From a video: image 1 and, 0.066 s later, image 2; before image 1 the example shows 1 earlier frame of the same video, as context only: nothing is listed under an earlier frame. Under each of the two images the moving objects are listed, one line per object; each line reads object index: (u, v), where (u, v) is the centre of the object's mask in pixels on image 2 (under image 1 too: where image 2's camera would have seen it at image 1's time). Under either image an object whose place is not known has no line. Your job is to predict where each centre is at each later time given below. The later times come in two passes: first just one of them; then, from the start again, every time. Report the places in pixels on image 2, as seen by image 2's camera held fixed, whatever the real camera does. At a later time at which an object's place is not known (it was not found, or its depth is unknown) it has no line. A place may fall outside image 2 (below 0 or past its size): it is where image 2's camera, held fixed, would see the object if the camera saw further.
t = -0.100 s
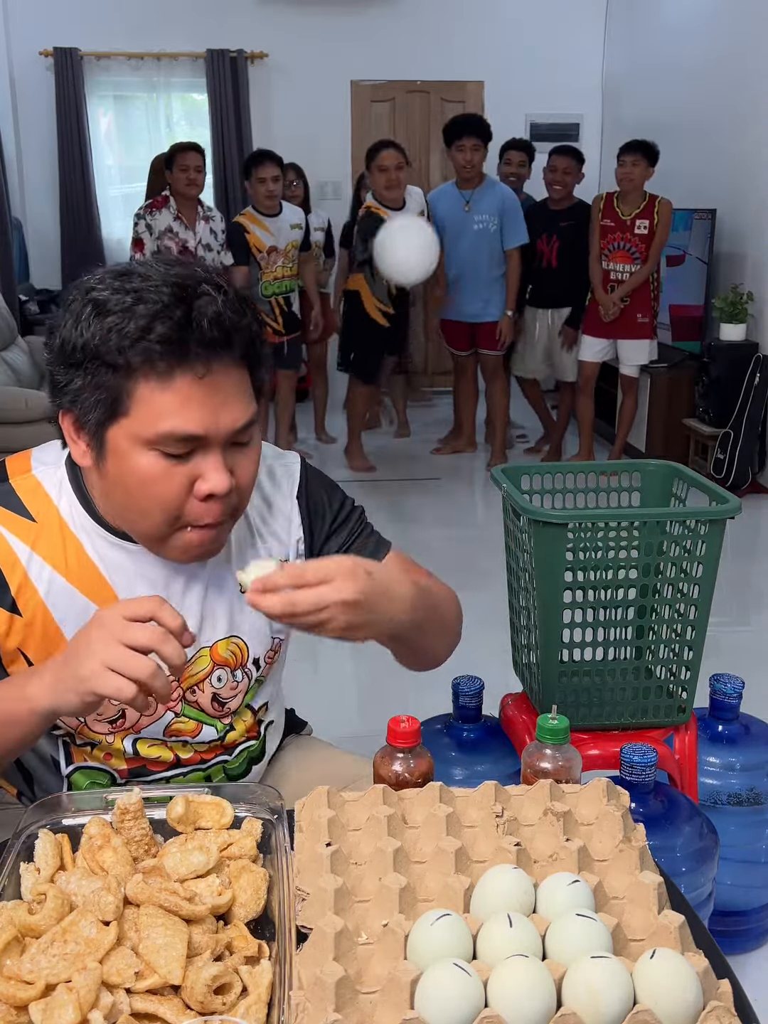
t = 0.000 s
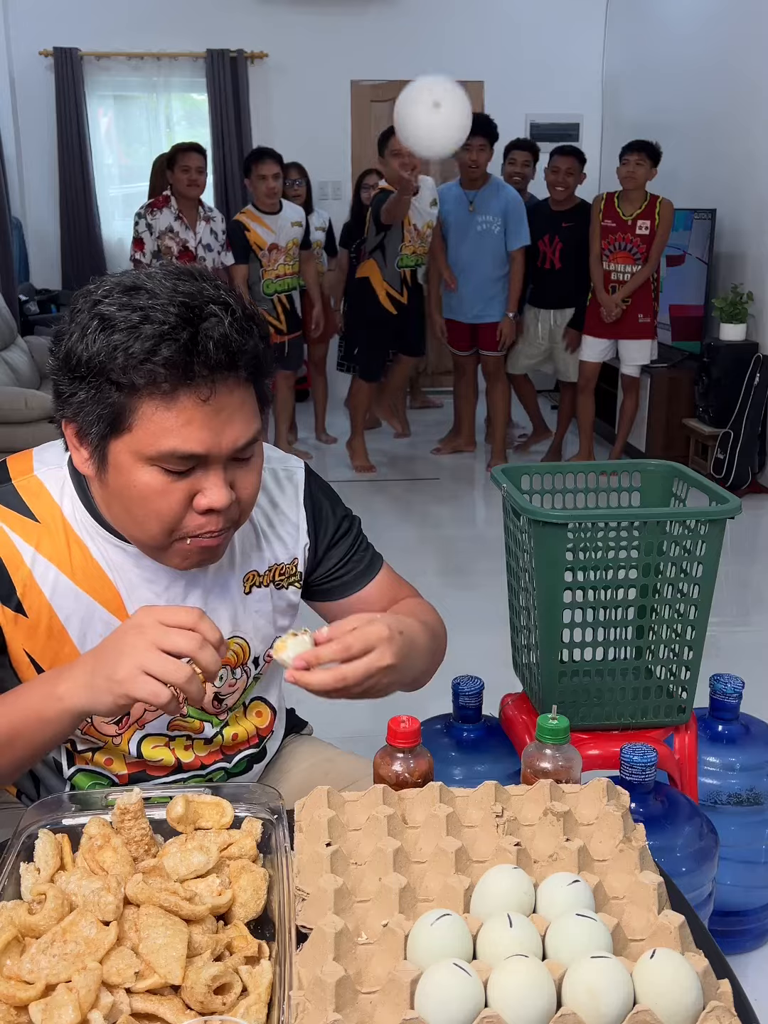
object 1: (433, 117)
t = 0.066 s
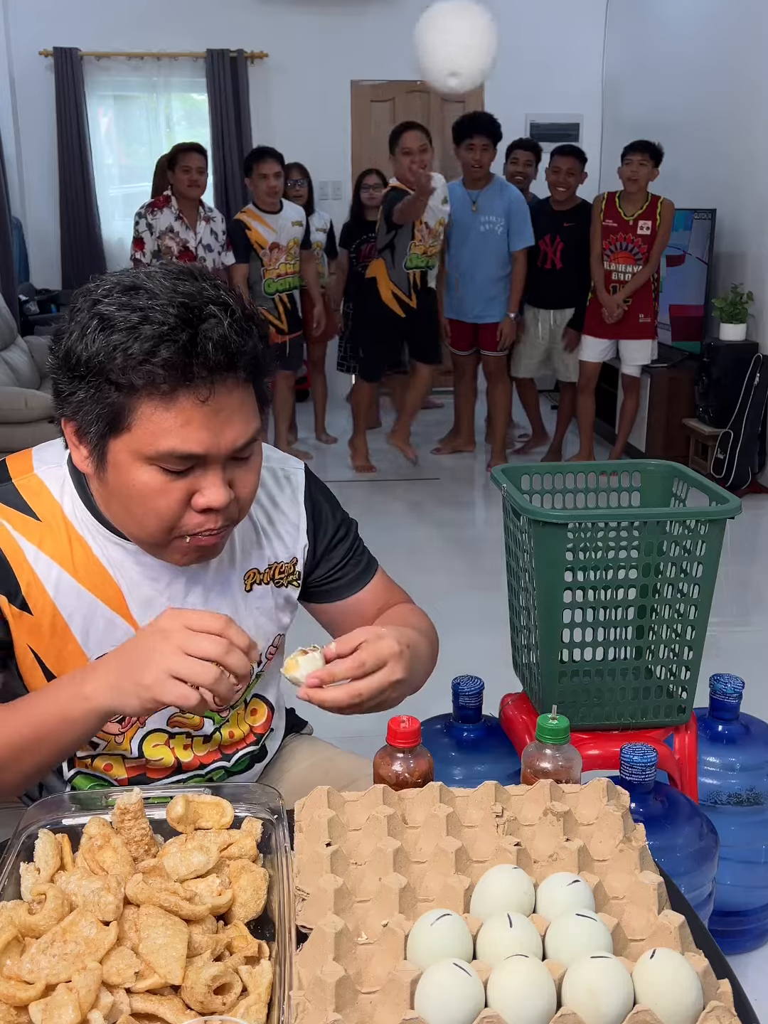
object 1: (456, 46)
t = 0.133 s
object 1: (481, 23)
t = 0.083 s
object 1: (460, 39)
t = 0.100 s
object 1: (468, 31)
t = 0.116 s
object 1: (472, 27)
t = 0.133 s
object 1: (481, 23)
